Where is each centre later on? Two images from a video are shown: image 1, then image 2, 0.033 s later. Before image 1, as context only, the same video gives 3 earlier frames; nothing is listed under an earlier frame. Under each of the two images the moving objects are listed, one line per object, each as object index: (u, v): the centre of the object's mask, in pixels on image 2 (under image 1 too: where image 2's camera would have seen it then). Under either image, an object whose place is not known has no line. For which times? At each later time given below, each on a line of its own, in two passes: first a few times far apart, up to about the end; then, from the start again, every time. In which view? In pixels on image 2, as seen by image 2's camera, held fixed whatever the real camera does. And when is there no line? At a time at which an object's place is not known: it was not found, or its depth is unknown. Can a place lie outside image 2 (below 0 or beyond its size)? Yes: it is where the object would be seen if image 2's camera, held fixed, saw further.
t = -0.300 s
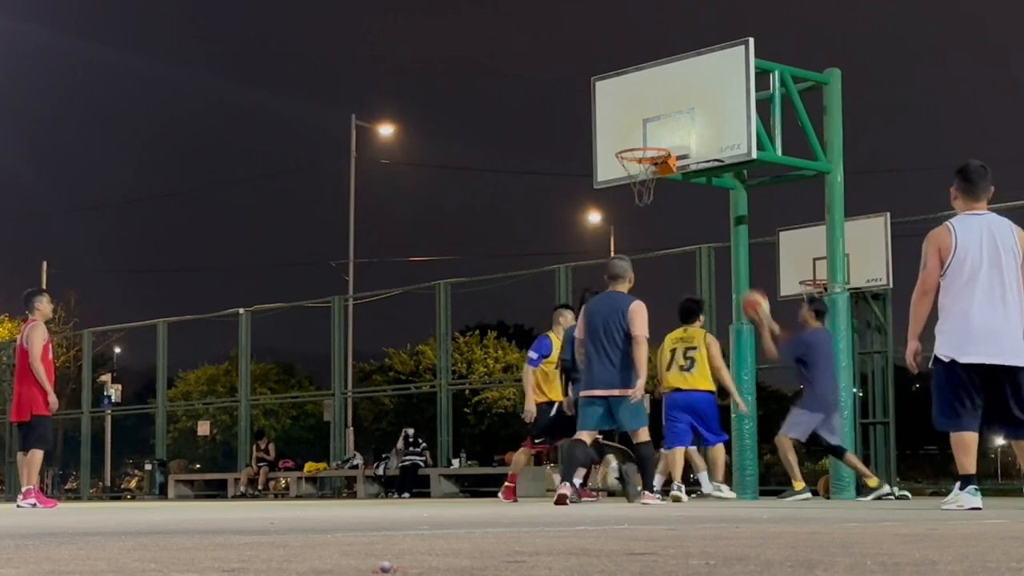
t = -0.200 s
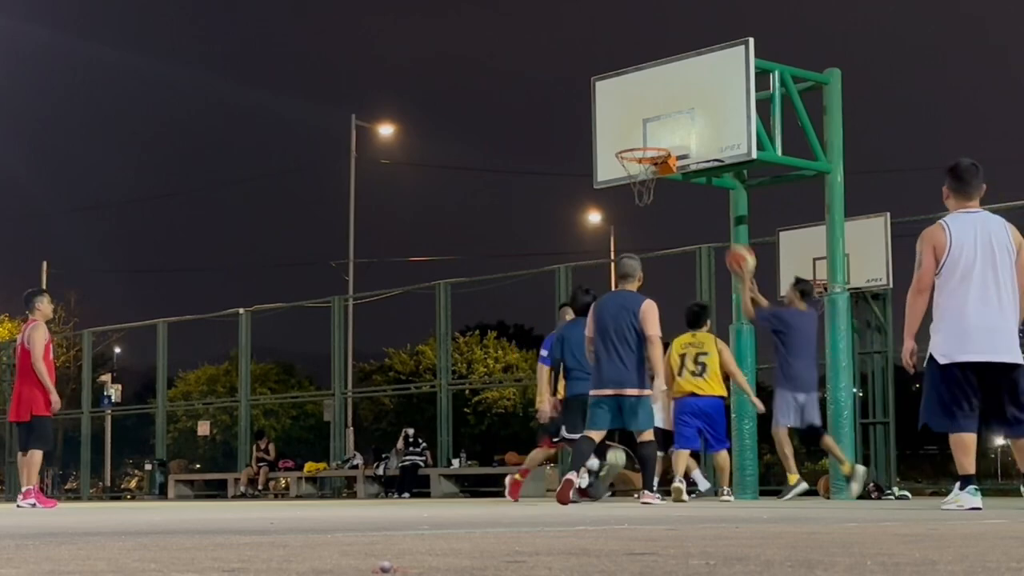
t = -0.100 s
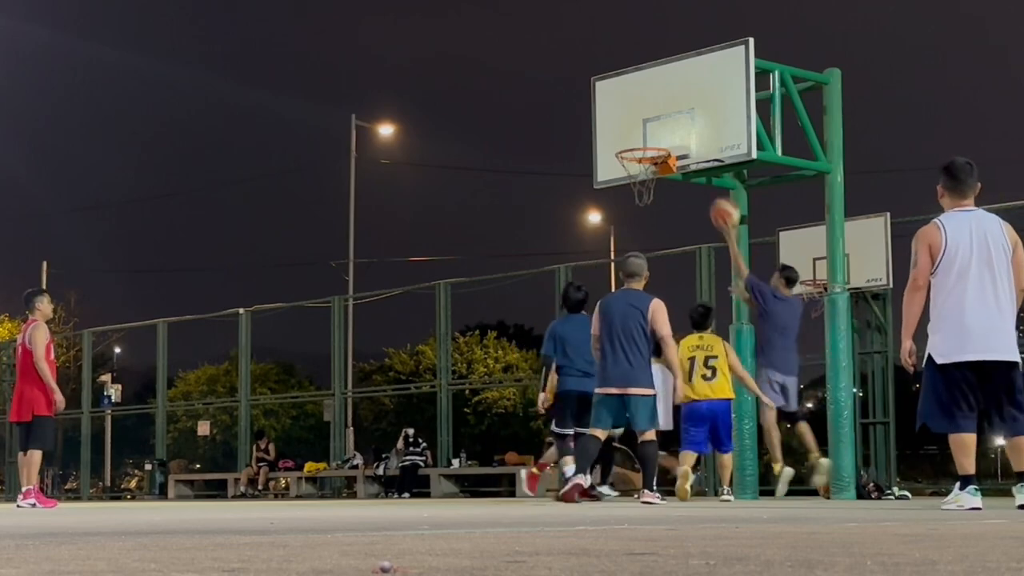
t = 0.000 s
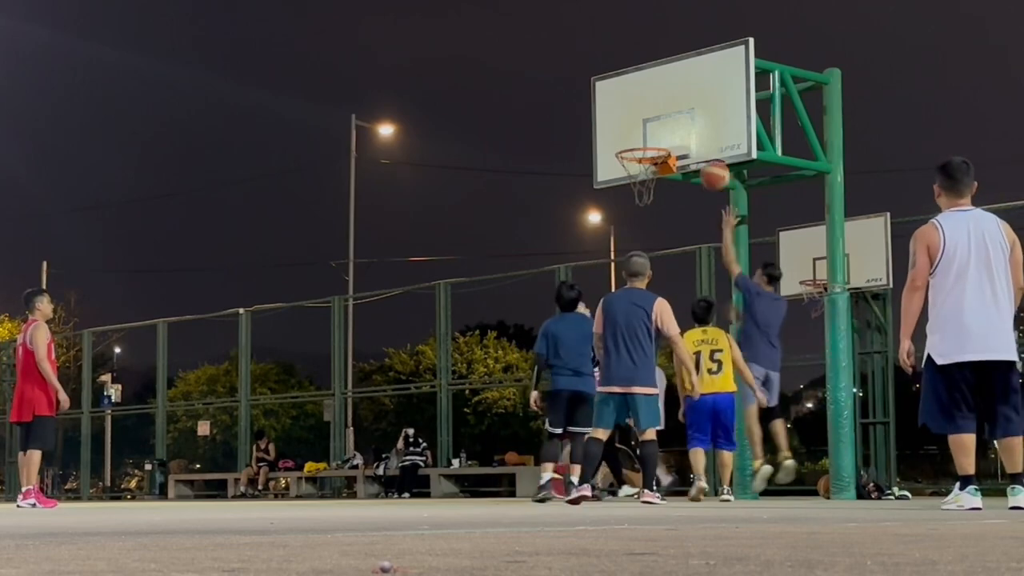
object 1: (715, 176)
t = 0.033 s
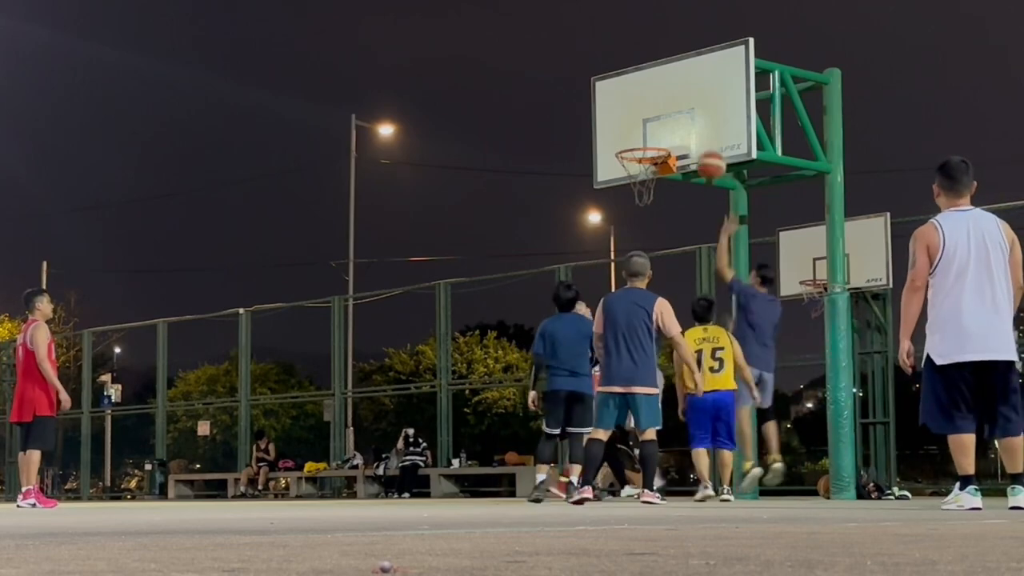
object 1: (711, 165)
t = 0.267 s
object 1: (688, 129)
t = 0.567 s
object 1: (672, 132)
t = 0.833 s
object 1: (665, 138)
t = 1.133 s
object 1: (650, 155)
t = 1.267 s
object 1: (642, 179)
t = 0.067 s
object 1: (708, 156)
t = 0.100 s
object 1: (705, 149)
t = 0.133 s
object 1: (701, 142)
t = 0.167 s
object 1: (698, 137)
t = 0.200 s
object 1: (695, 133)
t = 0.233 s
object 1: (691, 131)
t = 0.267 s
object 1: (688, 129)
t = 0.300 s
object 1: (685, 129)
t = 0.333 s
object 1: (682, 130)
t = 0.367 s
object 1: (679, 133)
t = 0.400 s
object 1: (675, 136)
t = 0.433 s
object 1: (673, 137)
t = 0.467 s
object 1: (673, 135)
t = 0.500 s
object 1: (673, 133)
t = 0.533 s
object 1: (672, 132)
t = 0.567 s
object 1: (672, 132)
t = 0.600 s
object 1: (672, 134)
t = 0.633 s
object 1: (671, 137)
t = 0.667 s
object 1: (672, 139)
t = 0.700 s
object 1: (672, 138)
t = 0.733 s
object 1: (670, 137)
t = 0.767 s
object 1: (668, 137)
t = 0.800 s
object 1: (667, 138)
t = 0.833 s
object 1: (665, 138)
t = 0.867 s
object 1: (664, 137)
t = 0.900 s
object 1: (663, 137)
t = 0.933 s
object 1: (662, 138)
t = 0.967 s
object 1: (660, 138)
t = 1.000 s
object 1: (658, 138)
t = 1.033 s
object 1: (656, 140)
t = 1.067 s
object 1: (653, 144)
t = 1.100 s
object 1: (651, 148)
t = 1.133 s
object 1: (650, 155)
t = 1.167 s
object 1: (647, 160)
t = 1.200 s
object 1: (644, 169)
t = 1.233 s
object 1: (643, 176)
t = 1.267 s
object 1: (642, 179)
